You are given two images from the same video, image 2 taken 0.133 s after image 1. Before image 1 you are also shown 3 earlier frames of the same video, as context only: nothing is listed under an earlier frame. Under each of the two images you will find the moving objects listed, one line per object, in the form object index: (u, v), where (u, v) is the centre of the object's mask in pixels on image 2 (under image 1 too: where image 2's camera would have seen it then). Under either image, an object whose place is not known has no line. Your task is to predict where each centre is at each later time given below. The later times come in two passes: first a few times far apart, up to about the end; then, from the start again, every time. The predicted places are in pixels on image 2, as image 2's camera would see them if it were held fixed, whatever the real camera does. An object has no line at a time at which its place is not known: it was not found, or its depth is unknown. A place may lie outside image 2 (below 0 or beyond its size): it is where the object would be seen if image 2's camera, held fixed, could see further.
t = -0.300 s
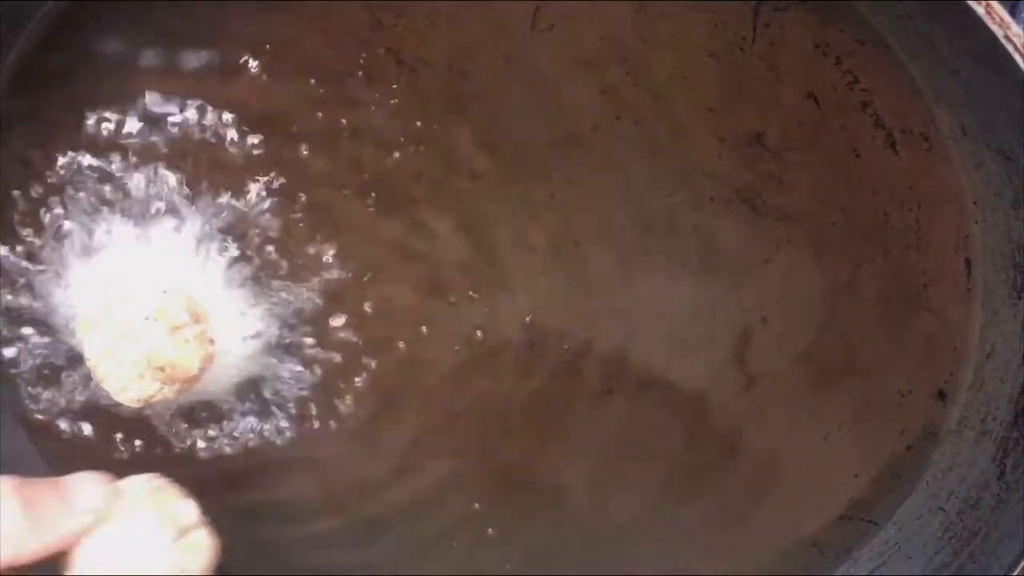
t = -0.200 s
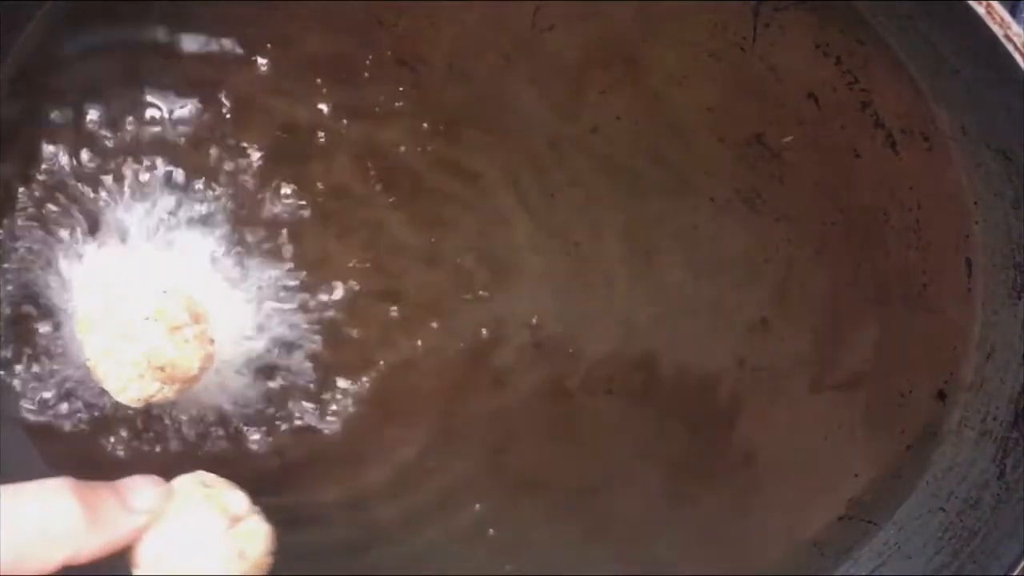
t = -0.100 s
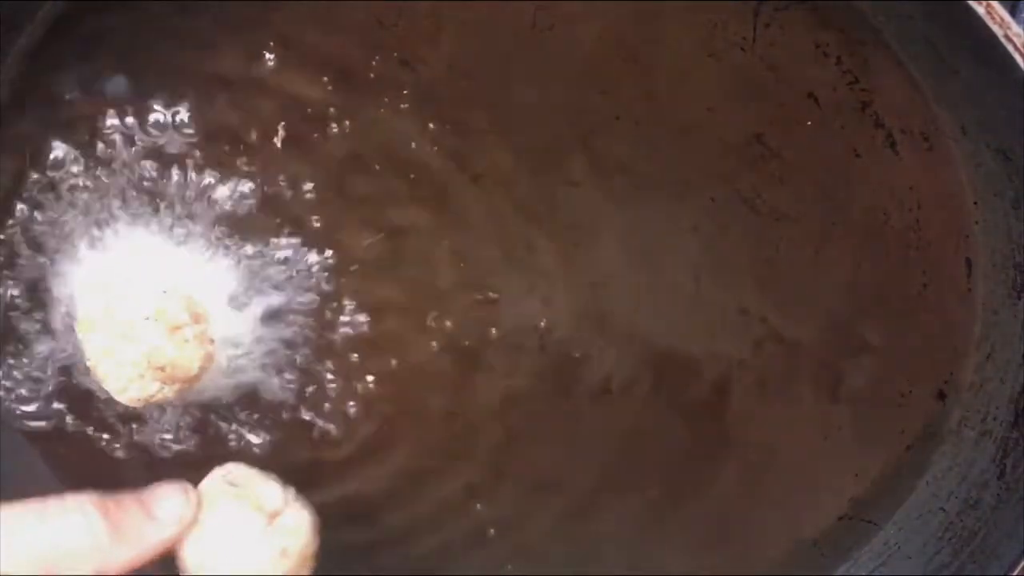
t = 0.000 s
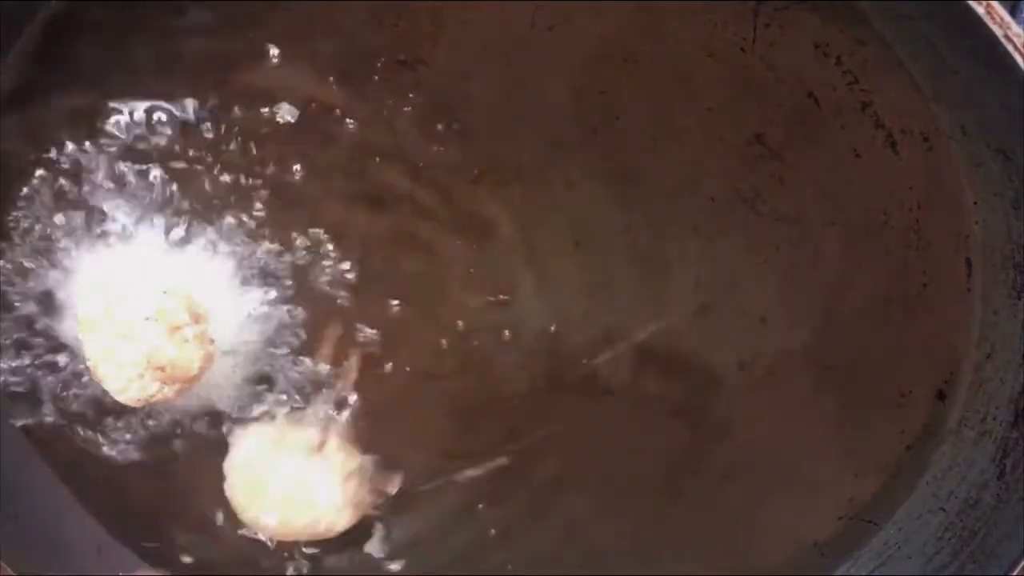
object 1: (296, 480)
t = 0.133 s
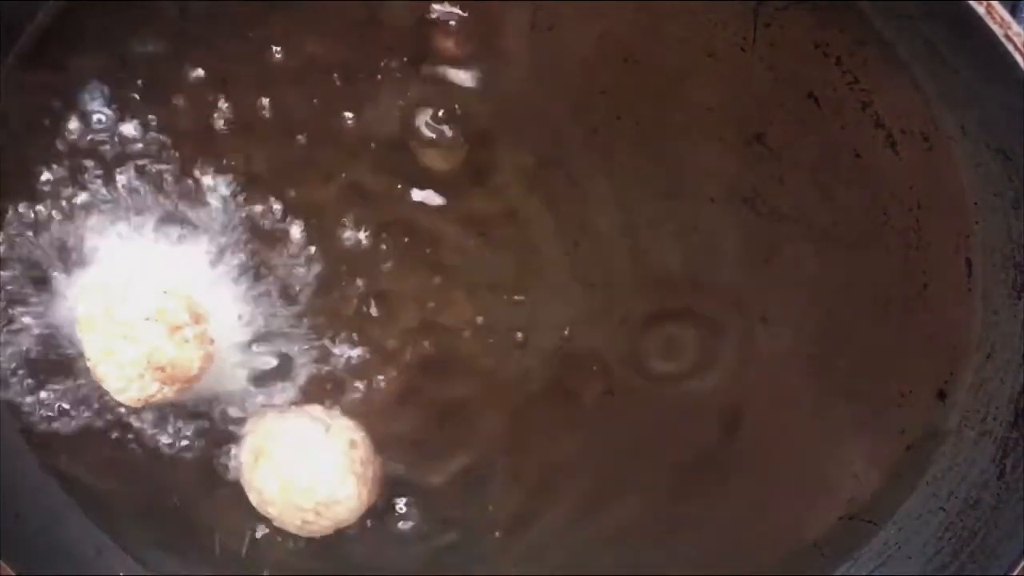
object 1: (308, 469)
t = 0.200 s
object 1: (311, 470)
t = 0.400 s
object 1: (305, 471)
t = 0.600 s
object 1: (304, 471)
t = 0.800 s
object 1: (303, 471)
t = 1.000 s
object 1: (302, 472)
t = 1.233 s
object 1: (305, 478)
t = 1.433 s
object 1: (305, 480)
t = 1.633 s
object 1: (305, 482)
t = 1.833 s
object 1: (304, 480)
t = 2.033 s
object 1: (304, 484)
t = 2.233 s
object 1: (303, 484)
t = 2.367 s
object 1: (303, 484)
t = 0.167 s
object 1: (310, 469)
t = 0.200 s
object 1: (311, 470)
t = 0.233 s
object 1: (308, 470)
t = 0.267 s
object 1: (307, 470)
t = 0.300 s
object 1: (308, 469)
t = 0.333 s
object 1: (307, 469)
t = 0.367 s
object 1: (310, 470)
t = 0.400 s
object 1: (305, 471)
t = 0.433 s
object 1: (305, 471)
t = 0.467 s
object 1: (306, 469)
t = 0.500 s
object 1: (304, 471)
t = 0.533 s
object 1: (303, 469)
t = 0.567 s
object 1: (305, 470)
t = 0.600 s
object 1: (304, 471)
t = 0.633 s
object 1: (303, 470)
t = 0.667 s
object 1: (304, 469)
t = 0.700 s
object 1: (303, 469)
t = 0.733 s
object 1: (303, 471)
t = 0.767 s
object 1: (303, 472)
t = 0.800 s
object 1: (303, 471)
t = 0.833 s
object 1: (303, 471)
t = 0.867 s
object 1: (303, 472)
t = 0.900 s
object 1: (304, 472)
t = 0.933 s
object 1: (304, 473)
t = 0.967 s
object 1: (303, 472)
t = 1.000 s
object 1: (302, 472)
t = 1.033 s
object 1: (304, 476)
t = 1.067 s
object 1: (303, 472)
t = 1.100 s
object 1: (304, 472)
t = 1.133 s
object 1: (303, 473)
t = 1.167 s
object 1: (305, 476)
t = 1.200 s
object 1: (306, 478)
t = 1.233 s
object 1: (305, 478)
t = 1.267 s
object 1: (305, 477)
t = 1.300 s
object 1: (305, 477)
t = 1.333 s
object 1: (305, 479)
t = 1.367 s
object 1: (305, 481)
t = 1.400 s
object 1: (305, 479)
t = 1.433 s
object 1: (305, 480)
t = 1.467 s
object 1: (305, 480)
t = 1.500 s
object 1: (305, 480)
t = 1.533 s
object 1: (305, 481)
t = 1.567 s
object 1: (305, 480)
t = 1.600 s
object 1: (305, 480)
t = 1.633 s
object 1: (305, 482)
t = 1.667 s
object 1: (304, 482)
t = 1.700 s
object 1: (304, 482)
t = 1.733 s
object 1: (304, 481)
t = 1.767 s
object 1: (304, 481)
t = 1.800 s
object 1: (303, 482)
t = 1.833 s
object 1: (304, 480)
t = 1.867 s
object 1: (303, 481)
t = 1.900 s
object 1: (304, 482)
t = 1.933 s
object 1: (304, 482)
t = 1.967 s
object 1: (303, 483)
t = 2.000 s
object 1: (304, 484)
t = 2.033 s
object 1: (304, 484)
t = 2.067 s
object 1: (304, 484)
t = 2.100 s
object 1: (303, 484)
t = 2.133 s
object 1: (303, 485)
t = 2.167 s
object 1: (304, 484)
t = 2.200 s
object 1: (303, 484)
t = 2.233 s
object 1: (303, 484)
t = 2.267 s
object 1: (303, 485)
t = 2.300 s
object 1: (303, 485)
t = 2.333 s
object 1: (303, 484)
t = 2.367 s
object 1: (303, 484)
